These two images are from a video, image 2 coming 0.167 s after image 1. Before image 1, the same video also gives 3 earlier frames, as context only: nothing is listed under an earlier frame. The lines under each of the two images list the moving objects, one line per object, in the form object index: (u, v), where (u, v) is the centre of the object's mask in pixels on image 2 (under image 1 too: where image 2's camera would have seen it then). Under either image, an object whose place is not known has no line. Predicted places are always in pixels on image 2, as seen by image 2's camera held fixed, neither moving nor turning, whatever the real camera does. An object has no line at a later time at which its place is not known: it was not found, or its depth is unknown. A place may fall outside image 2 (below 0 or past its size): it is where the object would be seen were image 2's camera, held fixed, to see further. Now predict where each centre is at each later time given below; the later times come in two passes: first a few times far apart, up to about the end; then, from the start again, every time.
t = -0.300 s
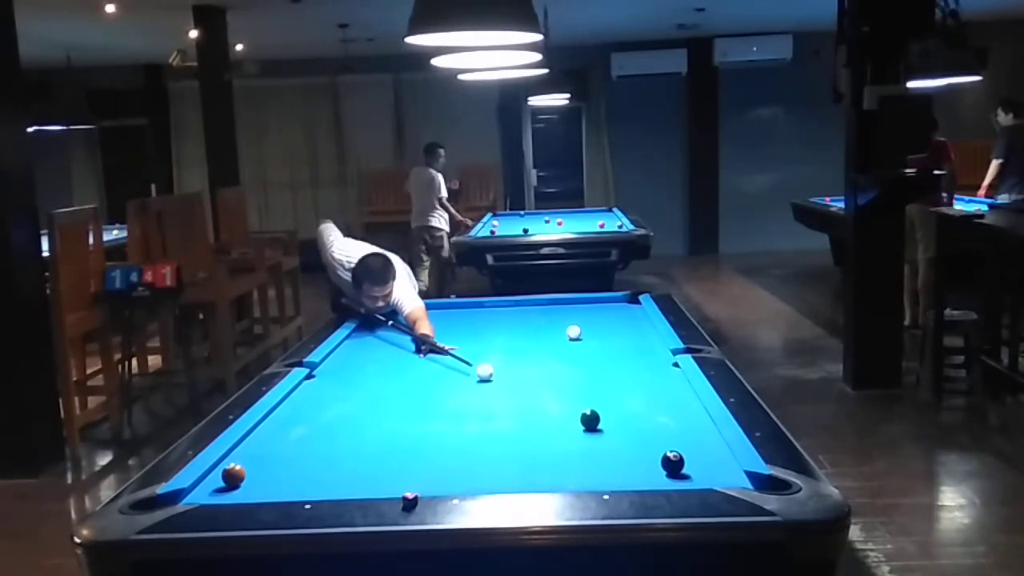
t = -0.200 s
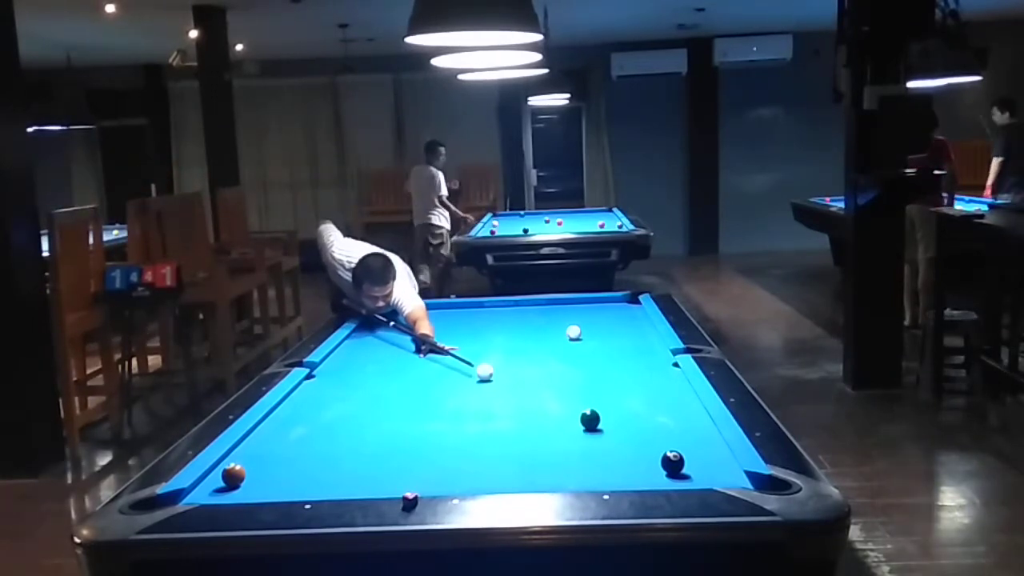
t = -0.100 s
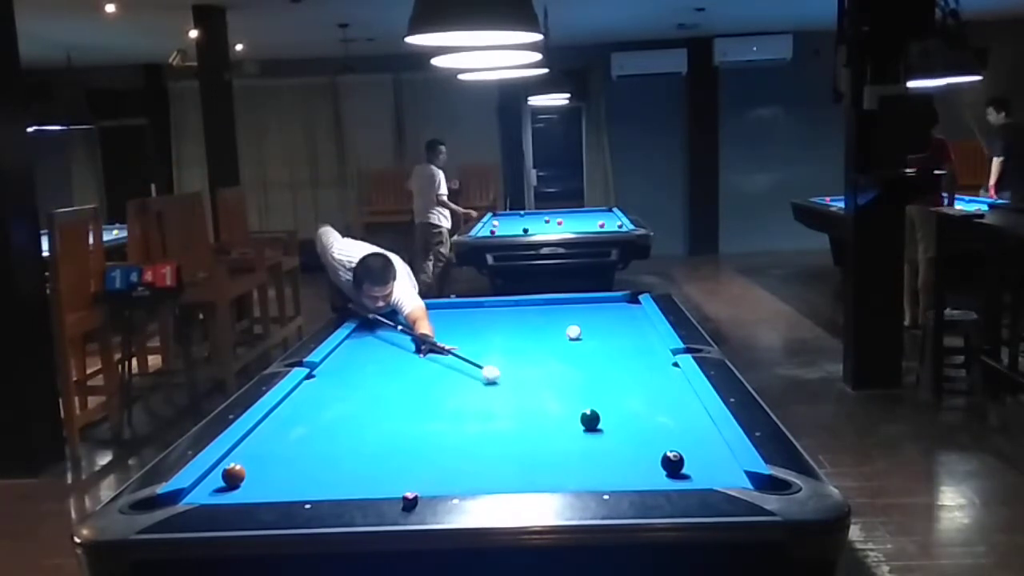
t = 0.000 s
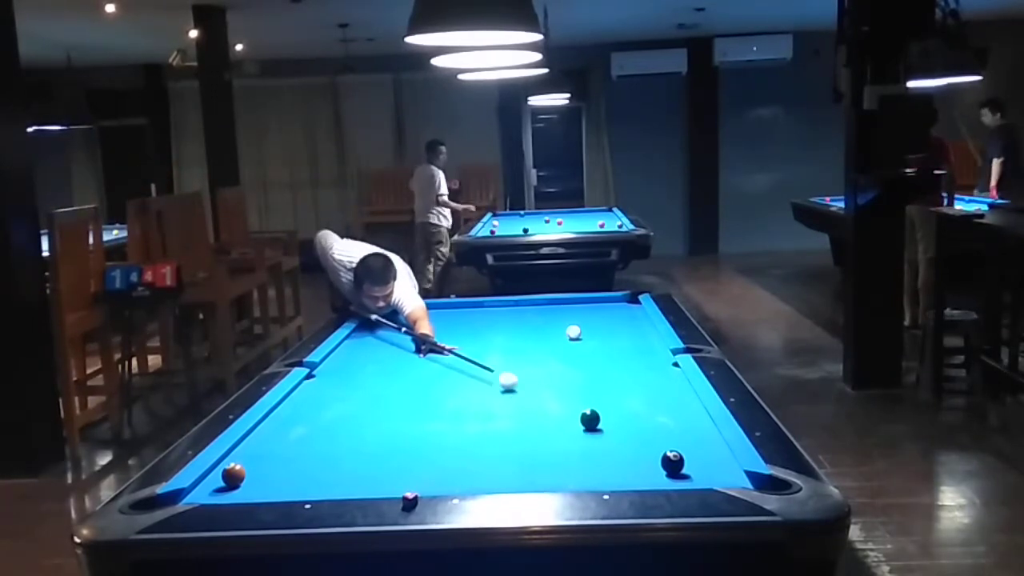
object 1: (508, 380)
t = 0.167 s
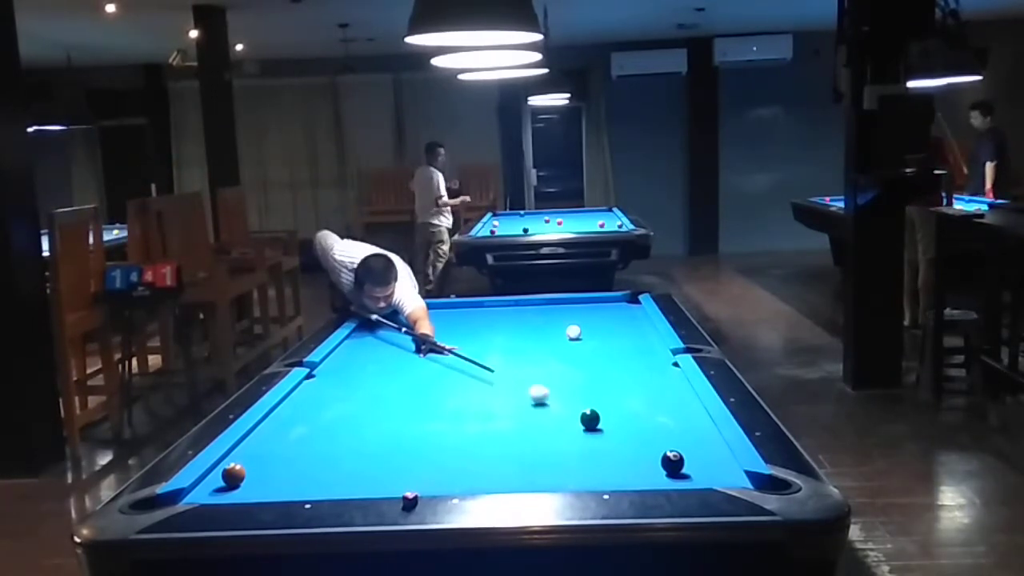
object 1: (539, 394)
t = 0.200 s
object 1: (545, 396)
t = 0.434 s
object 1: (586, 411)
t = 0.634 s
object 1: (608, 415)
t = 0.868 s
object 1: (633, 419)
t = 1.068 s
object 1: (654, 421)
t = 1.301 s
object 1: (677, 425)
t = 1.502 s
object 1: (697, 427)
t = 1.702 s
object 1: (702, 429)
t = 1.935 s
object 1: (693, 431)
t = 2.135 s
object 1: (687, 432)
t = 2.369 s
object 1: (681, 433)
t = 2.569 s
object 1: (677, 434)
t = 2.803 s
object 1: (675, 434)
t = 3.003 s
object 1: (674, 434)
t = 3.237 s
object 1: (673, 434)
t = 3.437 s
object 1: (673, 434)
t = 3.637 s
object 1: (673, 434)
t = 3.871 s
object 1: (673, 434)
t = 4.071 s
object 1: (673, 434)
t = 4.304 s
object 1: (673, 434)
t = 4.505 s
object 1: (673, 434)
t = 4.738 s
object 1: (673, 434)
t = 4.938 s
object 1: (673, 434)
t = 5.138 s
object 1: (673, 434)
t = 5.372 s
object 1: (673, 434)
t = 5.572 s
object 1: (673, 434)
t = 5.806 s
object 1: (673, 434)
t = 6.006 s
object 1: (673, 434)
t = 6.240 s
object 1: (673, 434)
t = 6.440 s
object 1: (674, 434)
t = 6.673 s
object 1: (674, 434)
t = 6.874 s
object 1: (674, 434)
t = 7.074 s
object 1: (673, 434)
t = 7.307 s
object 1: (673, 434)
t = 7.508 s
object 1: (674, 434)
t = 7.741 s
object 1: (673, 434)
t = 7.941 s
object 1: (673, 434)
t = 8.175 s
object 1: (673, 434)
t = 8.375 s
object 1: (673, 434)
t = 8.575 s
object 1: (673, 434)
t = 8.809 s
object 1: (673, 434)
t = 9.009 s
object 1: (673, 434)
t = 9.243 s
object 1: (673, 434)
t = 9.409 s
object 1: (676, 436)
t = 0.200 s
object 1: (545, 396)
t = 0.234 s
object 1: (551, 399)
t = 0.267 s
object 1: (558, 402)
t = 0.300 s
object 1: (565, 405)
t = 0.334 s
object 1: (572, 408)
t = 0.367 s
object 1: (578, 410)
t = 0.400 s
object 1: (582, 410)
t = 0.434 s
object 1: (586, 411)
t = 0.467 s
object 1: (589, 412)
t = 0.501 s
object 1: (594, 413)
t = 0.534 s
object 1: (597, 414)
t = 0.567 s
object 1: (601, 414)
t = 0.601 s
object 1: (605, 415)
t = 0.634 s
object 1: (608, 415)
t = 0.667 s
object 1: (612, 416)
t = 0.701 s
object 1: (616, 416)
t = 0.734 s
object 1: (619, 417)
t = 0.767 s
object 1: (623, 417)
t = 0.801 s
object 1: (626, 418)
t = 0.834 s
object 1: (630, 418)
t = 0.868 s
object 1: (633, 419)
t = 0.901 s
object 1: (637, 419)
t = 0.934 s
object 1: (640, 420)
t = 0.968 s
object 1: (644, 420)
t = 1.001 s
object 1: (647, 420)
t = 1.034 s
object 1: (651, 421)
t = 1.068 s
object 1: (654, 421)
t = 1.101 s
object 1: (657, 422)
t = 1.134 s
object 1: (661, 422)
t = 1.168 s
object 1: (664, 423)
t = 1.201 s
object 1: (667, 423)
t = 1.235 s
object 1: (671, 423)
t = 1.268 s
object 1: (674, 424)
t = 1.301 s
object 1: (677, 425)
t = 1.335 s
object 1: (680, 425)
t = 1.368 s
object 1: (684, 425)
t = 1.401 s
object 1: (687, 425)
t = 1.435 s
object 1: (690, 426)
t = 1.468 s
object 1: (694, 426)
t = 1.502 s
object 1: (697, 427)
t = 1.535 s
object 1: (700, 428)
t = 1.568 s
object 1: (703, 428)
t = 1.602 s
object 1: (705, 428)
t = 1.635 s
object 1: (705, 429)
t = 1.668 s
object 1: (703, 429)
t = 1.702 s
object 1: (702, 429)
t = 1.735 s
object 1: (700, 429)
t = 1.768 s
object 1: (699, 430)
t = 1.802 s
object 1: (698, 430)
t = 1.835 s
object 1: (697, 430)
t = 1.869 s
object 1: (696, 430)
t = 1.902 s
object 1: (694, 431)
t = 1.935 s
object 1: (693, 431)
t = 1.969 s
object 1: (692, 431)
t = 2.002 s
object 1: (691, 431)
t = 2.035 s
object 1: (690, 432)
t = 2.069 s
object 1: (689, 432)
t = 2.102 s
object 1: (688, 432)
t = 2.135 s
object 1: (687, 432)
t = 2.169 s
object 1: (686, 432)
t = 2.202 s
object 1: (685, 432)
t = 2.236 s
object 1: (685, 432)
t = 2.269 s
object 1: (683, 433)
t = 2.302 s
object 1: (683, 433)
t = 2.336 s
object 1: (682, 433)
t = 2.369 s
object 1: (681, 433)
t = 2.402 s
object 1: (680, 433)
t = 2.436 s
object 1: (680, 433)
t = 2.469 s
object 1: (679, 433)
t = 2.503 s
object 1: (679, 434)
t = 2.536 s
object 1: (678, 434)
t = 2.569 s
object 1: (677, 434)
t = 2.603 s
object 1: (677, 434)
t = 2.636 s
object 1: (676, 434)
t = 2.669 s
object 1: (676, 434)
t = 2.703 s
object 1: (676, 434)
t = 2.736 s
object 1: (675, 434)
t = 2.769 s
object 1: (675, 434)
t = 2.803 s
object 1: (675, 434)
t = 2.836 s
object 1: (674, 434)
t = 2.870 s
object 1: (674, 434)
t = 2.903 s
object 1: (674, 434)
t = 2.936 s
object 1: (674, 434)
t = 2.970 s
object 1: (674, 434)
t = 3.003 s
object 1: (674, 434)
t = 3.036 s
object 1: (673, 434)
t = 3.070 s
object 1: (673, 434)
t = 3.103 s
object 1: (673, 434)
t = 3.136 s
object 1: (673, 434)
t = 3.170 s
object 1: (673, 434)
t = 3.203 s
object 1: (673, 434)
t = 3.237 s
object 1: (673, 434)
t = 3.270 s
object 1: (673, 434)
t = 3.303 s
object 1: (673, 434)
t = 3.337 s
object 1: (673, 434)
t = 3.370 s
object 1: (673, 434)
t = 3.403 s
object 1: (673, 434)
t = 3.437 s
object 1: (673, 434)
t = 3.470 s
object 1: (673, 434)
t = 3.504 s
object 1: (673, 434)
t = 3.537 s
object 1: (673, 434)
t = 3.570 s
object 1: (673, 434)
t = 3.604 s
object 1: (673, 434)
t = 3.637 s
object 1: (673, 434)
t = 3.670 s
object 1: (673, 434)
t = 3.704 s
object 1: (673, 434)
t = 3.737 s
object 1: (673, 434)
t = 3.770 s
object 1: (673, 434)
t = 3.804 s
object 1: (673, 434)
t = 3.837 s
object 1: (673, 434)
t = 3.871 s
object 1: (673, 434)
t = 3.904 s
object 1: (673, 434)
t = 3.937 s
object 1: (673, 434)
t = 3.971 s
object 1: (673, 434)
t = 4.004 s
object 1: (673, 434)
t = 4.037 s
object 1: (673, 434)
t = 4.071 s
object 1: (673, 434)
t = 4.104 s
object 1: (673, 434)
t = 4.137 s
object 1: (673, 434)
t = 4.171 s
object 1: (673, 434)
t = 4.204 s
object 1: (673, 434)
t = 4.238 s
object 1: (673, 434)
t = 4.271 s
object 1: (673, 434)
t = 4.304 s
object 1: (673, 434)
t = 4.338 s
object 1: (673, 434)
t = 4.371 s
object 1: (673, 434)
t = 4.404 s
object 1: (673, 434)
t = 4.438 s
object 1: (673, 434)
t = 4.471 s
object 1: (673, 434)
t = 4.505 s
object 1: (673, 434)
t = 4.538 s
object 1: (673, 434)
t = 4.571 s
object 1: (673, 434)
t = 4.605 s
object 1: (673, 434)
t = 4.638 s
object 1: (673, 434)
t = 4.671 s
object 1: (673, 434)
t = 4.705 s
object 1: (673, 434)
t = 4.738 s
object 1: (673, 434)
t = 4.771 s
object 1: (673, 434)
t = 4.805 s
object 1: (673, 434)
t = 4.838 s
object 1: (673, 434)
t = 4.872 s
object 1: (673, 434)
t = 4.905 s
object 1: (673, 434)
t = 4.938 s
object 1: (673, 434)
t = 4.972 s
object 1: (673, 434)
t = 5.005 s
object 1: (673, 434)
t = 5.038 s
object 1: (673, 434)
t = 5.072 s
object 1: (673, 434)
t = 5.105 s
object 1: (673, 434)
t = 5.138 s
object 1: (673, 434)
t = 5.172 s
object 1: (673, 434)
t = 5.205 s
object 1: (673, 434)
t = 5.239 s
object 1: (673, 434)
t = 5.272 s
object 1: (673, 434)
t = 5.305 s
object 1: (673, 434)
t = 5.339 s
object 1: (673, 434)
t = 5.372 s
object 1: (673, 434)
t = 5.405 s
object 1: (673, 434)
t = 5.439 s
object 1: (673, 434)
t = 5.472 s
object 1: (673, 434)
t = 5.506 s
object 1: (673, 434)
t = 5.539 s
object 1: (673, 434)
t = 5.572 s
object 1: (673, 434)
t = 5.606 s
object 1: (673, 434)
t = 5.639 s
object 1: (673, 434)
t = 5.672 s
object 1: (673, 434)
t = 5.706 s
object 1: (673, 434)
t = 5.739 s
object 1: (673, 434)
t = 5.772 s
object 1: (673, 434)
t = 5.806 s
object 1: (673, 434)
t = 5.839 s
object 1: (673, 434)
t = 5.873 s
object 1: (673, 434)
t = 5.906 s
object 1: (673, 434)
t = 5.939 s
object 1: (673, 434)
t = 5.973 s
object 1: (673, 434)
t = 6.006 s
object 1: (673, 434)
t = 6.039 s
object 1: (673, 434)
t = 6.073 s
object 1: (673, 434)
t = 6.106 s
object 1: (673, 434)
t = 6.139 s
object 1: (673, 434)
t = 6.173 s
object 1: (673, 434)
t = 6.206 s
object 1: (673, 434)
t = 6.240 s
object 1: (673, 434)
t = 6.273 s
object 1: (673, 434)
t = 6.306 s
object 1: (673, 434)
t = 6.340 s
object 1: (673, 434)
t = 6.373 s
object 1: (673, 434)
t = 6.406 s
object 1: (674, 434)
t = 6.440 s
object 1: (674, 434)
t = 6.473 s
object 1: (673, 434)
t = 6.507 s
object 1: (674, 434)
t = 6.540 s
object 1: (674, 434)
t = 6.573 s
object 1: (674, 434)
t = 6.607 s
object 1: (674, 434)
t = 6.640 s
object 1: (673, 434)
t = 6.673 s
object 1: (674, 434)
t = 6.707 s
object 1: (674, 434)
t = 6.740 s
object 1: (673, 434)
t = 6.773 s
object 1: (674, 434)
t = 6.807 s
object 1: (674, 434)
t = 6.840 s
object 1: (674, 434)
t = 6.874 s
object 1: (674, 434)
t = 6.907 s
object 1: (674, 435)
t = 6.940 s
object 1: (674, 435)
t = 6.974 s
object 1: (674, 435)
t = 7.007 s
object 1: (674, 434)
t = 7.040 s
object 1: (674, 434)
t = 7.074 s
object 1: (673, 434)
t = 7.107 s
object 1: (673, 434)
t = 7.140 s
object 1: (673, 434)
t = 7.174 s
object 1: (673, 434)
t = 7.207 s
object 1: (673, 434)
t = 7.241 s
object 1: (673, 434)
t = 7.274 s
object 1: (673, 434)
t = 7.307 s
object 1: (673, 434)
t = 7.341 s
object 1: (673, 434)
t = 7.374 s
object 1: (674, 434)
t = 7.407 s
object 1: (673, 434)
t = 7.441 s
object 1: (673, 434)
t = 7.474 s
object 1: (674, 434)
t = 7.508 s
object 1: (674, 434)
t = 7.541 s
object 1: (673, 434)
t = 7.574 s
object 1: (674, 434)
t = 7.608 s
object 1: (674, 434)
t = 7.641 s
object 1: (674, 434)
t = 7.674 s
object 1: (673, 434)
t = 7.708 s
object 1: (673, 434)
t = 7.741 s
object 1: (673, 434)
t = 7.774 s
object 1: (673, 434)
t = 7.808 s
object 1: (673, 434)
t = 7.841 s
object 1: (673, 434)
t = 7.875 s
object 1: (673, 434)
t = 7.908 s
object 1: (673, 434)
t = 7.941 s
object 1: (673, 434)
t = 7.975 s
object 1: (673, 434)
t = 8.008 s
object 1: (673, 434)
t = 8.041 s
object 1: (673, 434)
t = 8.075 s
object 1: (673, 434)
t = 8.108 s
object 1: (673, 434)
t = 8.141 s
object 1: (673, 434)
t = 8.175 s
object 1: (673, 434)
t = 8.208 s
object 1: (673, 434)
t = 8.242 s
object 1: (673, 434)
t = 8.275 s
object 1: (673, 434)
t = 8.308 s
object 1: (673, 434)
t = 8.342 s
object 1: (673, 434)
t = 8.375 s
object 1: (673, 434)
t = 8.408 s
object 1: (673, 434)
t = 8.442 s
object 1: (673, 434)
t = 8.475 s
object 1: (673, 434)
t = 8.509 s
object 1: (673, 434)
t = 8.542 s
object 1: (673, 434)
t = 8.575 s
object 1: (673, 434)
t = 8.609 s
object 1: (673, 434)
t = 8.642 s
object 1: (673, 434)
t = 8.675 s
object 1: (673, 434)
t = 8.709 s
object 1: (673, 434)
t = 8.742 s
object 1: (673, 434)
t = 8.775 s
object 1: (673, 434)
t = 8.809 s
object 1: (673, 434)
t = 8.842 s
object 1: (673, 434)
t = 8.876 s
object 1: (673, 434)
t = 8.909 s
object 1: (673, 434)
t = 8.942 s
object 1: (673, 434)
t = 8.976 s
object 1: (673, 434)
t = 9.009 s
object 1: (673, 434)
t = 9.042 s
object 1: (673, 434)
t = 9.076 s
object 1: (674, 434)
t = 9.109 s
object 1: (674, 434)
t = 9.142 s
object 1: (673, 434)
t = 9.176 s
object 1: (673, 434)
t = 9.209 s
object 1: (673, 434)
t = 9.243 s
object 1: (673, 434)
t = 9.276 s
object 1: (673, 434)
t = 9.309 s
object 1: (674, 434)
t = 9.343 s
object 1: (674, 434)
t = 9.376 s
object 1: (674, 434)
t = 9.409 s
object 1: (676, 436)
